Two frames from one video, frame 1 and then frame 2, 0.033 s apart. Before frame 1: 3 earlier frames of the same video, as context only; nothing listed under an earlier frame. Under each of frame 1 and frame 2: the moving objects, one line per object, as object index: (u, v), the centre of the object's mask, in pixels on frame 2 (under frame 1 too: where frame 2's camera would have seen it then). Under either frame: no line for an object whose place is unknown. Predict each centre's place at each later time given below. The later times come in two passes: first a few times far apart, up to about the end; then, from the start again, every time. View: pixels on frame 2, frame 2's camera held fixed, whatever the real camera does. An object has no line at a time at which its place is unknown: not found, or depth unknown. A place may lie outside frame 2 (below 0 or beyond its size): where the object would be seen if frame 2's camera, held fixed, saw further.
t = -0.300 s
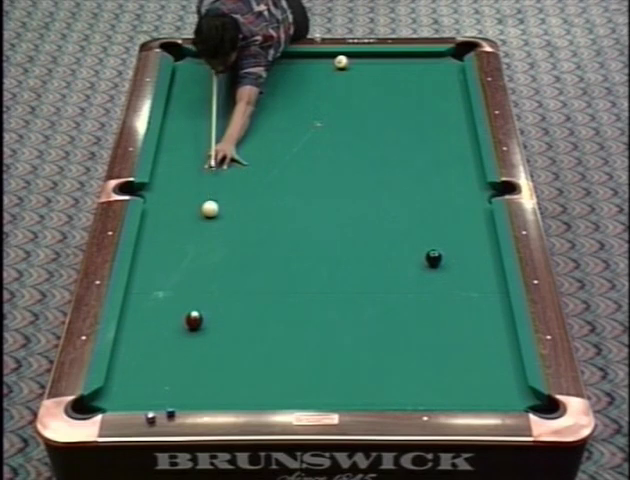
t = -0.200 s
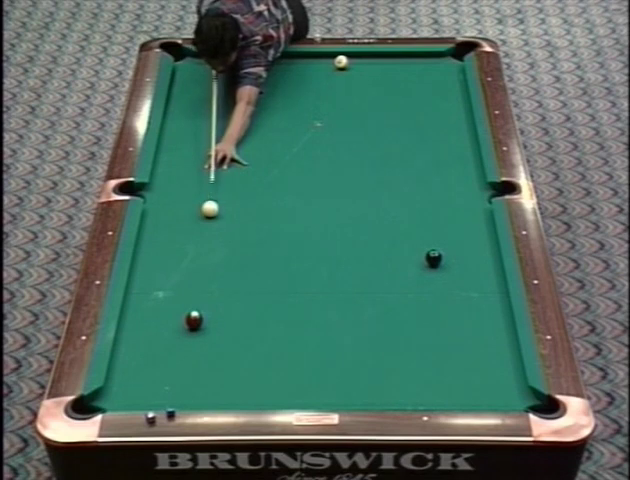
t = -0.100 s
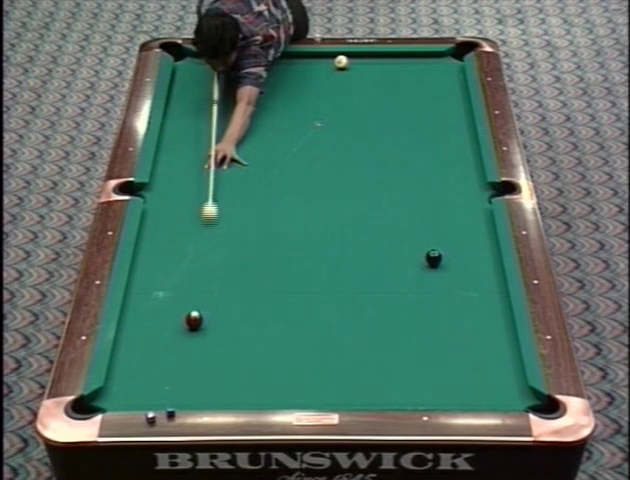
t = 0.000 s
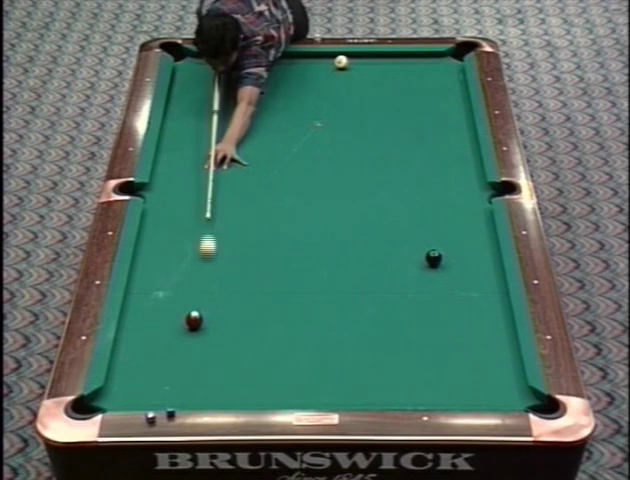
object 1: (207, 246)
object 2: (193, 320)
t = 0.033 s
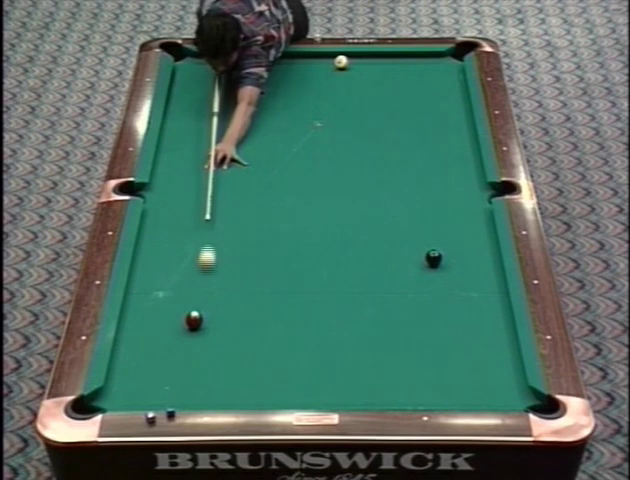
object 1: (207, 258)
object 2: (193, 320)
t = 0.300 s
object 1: (231, 324)
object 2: (164, 349)
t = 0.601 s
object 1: (294, 371)
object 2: (99, 408)
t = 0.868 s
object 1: (344, 386)
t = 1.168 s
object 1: (386, 361)
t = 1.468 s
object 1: (424, 338)
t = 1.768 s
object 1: (458, 318)
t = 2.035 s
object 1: (486, 301)
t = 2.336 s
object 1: (489, 285)
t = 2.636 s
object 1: (471, 271)
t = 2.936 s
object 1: (454, 259)
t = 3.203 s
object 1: (444, 249)
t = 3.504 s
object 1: (434, 240)
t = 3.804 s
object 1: (425, 231)
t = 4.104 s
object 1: (419, 224)
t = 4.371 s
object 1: (413, 219)
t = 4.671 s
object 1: (409, 214)
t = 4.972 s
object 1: (406, 211)
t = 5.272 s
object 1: (404, 208)
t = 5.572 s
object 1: (402, 207)
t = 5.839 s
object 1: (401, 206)
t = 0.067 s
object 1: (206, 269)
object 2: (193, 320)
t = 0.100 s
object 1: (205, 280)
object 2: (193, 320)
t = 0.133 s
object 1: (205, 291)
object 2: (193, 321)
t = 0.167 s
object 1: (204, 302)
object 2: (193, 321)
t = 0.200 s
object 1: (207, 312)
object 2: (189, 325)
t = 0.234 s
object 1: (215, 315)
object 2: (181, 332)
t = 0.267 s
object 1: (223, 319)
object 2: (172, 340)
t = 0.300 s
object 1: (231, 324)
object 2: (164, 349)
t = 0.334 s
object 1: (238, 328)
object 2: (156, 357)
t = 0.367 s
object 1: (245, 332)
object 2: (148, 365)
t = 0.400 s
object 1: (252, 338)
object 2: (141, 371)
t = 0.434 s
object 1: (259, 343)
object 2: (133, 377)
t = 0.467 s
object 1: (266, 348)
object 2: (126, 385)
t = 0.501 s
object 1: (273, 355)
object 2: (120, 390)
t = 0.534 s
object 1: (280, 360)
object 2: (113, 397)
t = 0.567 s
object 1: (287, 366)
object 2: (105, 402)
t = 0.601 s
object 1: (294, 371)
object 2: (99, 408)
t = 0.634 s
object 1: (301, 377)
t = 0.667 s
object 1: (308, 382)
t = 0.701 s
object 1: (315, 388)
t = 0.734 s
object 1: (323, 392)
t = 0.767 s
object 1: (330, 394)
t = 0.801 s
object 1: (335, 391)
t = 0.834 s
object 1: (339, 389)
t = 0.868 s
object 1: (344, 386)
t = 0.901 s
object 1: (349, 383)
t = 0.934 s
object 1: (354, 380)
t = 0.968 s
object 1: (358, 377)
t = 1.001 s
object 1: (363, 375)
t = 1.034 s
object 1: (368, 372)
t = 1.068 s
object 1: (373, 369)
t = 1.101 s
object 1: (377, 366)
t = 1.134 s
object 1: (381, 364)
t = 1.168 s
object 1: (386, 361)
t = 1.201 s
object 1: (390, 358)
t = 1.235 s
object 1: (394, 356)
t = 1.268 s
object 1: (399, 353)
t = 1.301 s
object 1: (403, 350)
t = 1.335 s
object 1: (407, 348)
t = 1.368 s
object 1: (412, 345)
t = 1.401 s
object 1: (416, 343)
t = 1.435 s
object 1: (420, 340)
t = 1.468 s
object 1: (424, 338)
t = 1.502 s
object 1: (427, 336)
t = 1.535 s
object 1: (432, 333)
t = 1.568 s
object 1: (436, 331)
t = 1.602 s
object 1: (439, 329)
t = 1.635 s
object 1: (443, 326)
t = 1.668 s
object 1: (447, 324)
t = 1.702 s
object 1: (451, 322)
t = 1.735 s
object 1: (455, 320)
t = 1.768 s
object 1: (458, 318)
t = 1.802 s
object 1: (462, 315)
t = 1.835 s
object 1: (466, 313)
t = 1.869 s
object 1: (469, 311)
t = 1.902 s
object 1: (473, 309)
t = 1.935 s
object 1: (476, 307)
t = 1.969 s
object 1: (480, 305)
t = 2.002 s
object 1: (483, 303)
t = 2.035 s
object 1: (486, 301)
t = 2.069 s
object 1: (490, 299)
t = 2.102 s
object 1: (493, 297)
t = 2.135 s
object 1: (496, 295)
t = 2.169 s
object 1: (499, 293)
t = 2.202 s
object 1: (498, 291)
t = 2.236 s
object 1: (496, 290)
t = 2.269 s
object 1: (494, 288)
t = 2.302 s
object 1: (491, 286)
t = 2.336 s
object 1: (489, 285)
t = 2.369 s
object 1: (487, 283)
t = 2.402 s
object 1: (485, 281)
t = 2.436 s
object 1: (483, 280)
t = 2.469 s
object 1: (481, 278)
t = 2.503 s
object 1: (479, 277)
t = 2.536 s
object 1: (476, 275)
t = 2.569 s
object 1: (474, 274)
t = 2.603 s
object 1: (473, 272)
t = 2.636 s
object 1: (471, 271)
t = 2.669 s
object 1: (469, 269)
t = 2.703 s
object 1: (467, 268)
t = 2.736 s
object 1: (465, 267)
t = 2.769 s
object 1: (463, 265)
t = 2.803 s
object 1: (461, 264)
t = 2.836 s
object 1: (459, 263)
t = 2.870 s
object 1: (457, 261)
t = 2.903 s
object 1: (456, 260)
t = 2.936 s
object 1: (454, 259)
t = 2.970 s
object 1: (452, 258)
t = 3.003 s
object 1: (450, 256)
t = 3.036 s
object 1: (449, 255)
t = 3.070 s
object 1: (448, 254)
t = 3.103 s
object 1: (447, 252)
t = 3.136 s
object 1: (446, 251)
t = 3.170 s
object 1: (445, 250)
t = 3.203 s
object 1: (444, 249)
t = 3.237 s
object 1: (442, 248)
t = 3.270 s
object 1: (441, 246)
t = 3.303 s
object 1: (440, 245)
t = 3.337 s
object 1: (439, 244)
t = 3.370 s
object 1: (438, 243)
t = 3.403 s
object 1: (437, 242)
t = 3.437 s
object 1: (436, 241)
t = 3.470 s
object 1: (434, 240)
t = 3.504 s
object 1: (434, 240)
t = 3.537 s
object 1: (433, 239)
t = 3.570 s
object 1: (432, 238)
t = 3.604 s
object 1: (431, 236)
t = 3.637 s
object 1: (430, 235)
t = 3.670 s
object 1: (429, 235)
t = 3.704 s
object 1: (428, 234)
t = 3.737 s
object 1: (427, 233)
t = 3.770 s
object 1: (426, 232)
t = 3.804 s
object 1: (425, 231)
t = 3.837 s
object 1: (425, 230)
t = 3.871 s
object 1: (424, 229)
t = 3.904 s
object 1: (423, 228)
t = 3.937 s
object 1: (422, 228)
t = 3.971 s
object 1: (421, 227)
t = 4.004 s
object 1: (421, 226)
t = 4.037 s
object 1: (420, 225)
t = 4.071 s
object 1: (420, 225)
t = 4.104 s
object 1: (419, 224)
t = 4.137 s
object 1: (418, 223)
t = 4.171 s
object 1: (417, 223)
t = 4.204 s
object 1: (417, 222)
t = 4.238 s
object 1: (416, 221)
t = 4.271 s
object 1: (415, 221)
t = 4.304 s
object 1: (415, 220)
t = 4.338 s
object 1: (414, 219)
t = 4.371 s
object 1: (413, 219)
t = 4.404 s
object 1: (413, 218)
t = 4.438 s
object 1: (412, 218)
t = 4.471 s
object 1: (412, 217)
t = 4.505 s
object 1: (411, 217)
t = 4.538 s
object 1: (411, 216)
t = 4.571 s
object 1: (410, 216)
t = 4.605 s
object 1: (410, 215)
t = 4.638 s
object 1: (409, 215)
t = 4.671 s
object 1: (409, 214)
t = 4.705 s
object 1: (409, 214)
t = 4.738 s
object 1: (408, 214)
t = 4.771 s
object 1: (408, 213)
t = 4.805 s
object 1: (407, 213)
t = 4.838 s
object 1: (407, 212)
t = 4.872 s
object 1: (407, 212)
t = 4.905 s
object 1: (406, 211)
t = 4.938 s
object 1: (406, 211)
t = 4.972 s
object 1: (406, 211)
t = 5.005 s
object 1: (406, 210)
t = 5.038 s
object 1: (405, 210)
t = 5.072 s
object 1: (405, 210)
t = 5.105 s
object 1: (405, 209)
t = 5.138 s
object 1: (405, 209)
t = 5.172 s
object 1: (404, 209)
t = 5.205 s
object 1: (404, 209)
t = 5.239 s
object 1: (404, 209)
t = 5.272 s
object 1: (404, 208)
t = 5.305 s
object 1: (404, 208)
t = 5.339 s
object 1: (403, 208)
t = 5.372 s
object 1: (403, 208)
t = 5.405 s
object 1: (403, 208)
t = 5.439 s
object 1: (403, 207)
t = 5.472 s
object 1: (403, 207)
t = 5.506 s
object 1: (402, 207)
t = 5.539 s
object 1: (402, 207)
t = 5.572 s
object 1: (402, 207)
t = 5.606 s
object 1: (402, 207)
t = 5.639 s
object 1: (402, 207)
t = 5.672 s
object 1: (402, 206)
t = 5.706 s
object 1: (401, 206)
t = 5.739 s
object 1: (401, 206)
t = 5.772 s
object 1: (401, 206)
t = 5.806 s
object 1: (401, 206)
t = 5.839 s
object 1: (401, 206)
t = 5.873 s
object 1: (401, 206)
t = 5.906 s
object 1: (401, 206)
